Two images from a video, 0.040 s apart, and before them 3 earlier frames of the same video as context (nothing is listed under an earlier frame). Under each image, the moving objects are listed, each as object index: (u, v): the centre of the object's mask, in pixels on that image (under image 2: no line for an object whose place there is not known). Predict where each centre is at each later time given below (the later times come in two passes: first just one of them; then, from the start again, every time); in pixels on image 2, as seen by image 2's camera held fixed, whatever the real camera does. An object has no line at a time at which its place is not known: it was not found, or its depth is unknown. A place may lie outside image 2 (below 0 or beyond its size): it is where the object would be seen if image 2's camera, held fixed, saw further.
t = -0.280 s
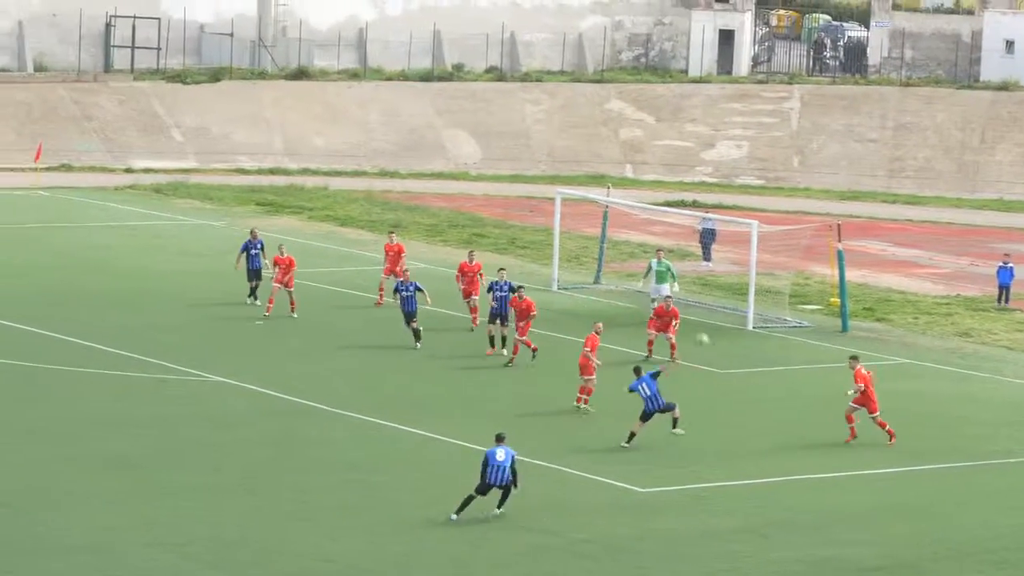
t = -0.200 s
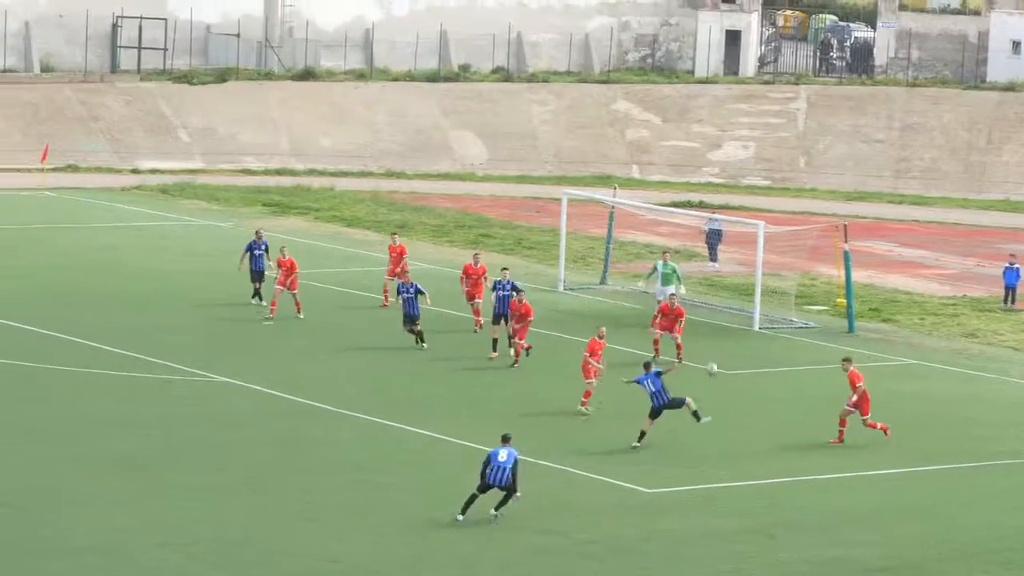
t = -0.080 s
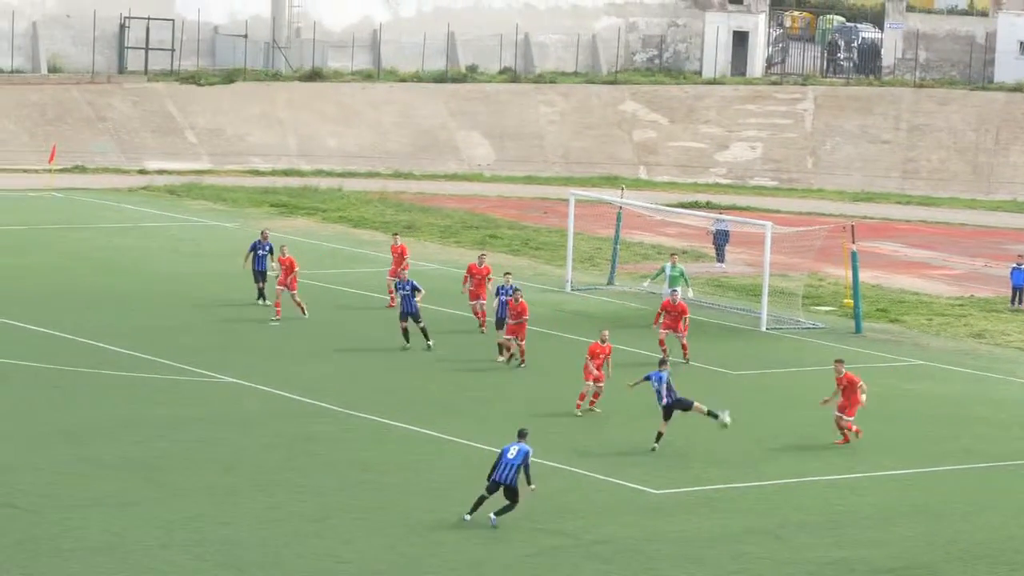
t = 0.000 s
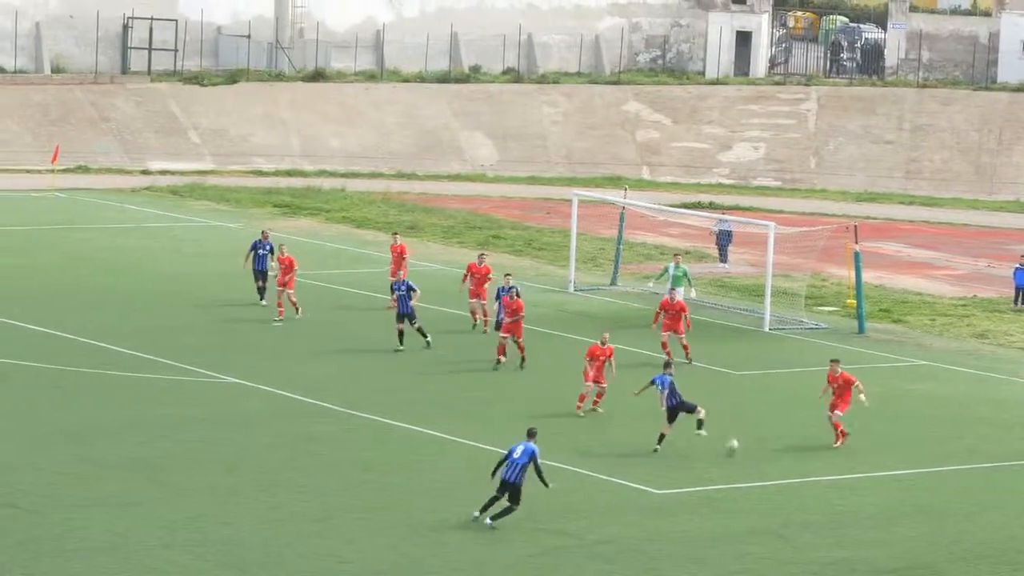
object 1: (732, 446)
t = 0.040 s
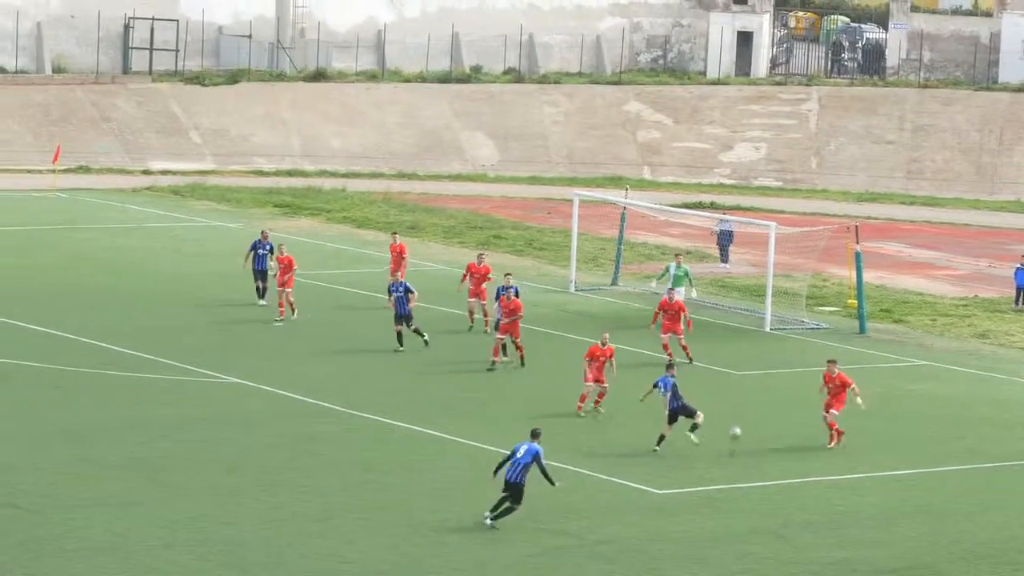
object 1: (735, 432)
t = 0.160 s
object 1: (740, 401)
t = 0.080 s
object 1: (737, 421)
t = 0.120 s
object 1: (739, 411)
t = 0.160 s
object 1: (740, 401)
